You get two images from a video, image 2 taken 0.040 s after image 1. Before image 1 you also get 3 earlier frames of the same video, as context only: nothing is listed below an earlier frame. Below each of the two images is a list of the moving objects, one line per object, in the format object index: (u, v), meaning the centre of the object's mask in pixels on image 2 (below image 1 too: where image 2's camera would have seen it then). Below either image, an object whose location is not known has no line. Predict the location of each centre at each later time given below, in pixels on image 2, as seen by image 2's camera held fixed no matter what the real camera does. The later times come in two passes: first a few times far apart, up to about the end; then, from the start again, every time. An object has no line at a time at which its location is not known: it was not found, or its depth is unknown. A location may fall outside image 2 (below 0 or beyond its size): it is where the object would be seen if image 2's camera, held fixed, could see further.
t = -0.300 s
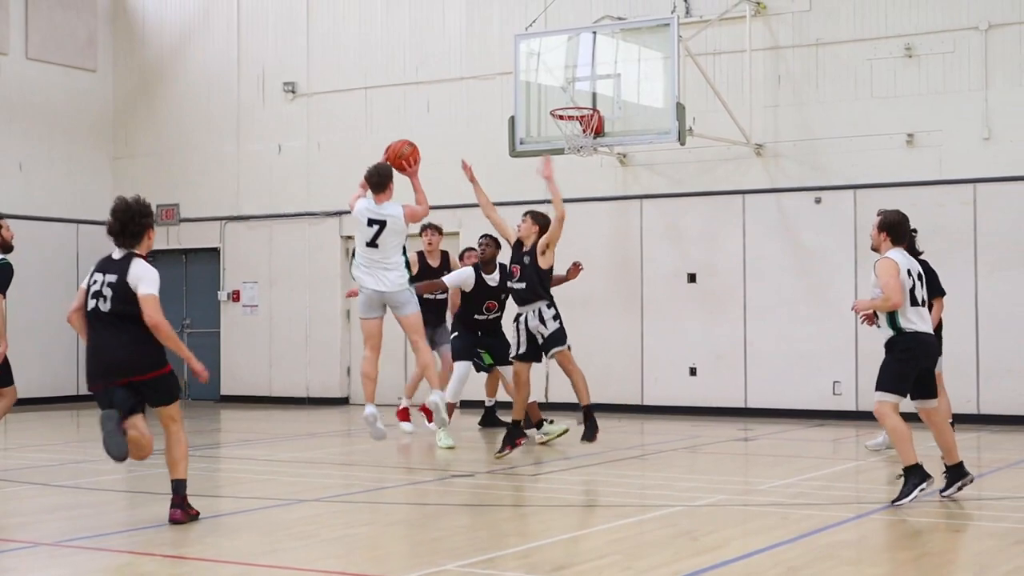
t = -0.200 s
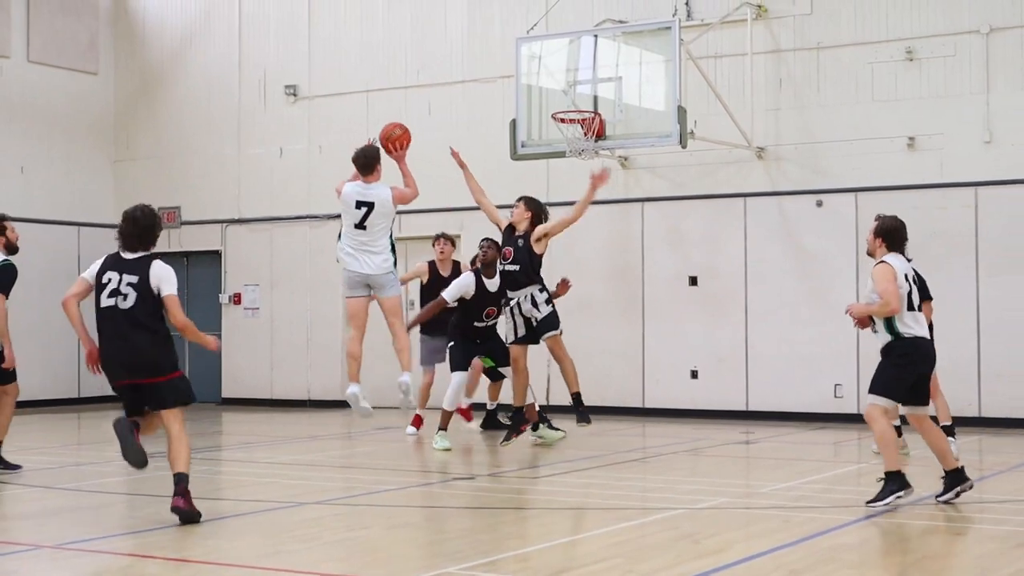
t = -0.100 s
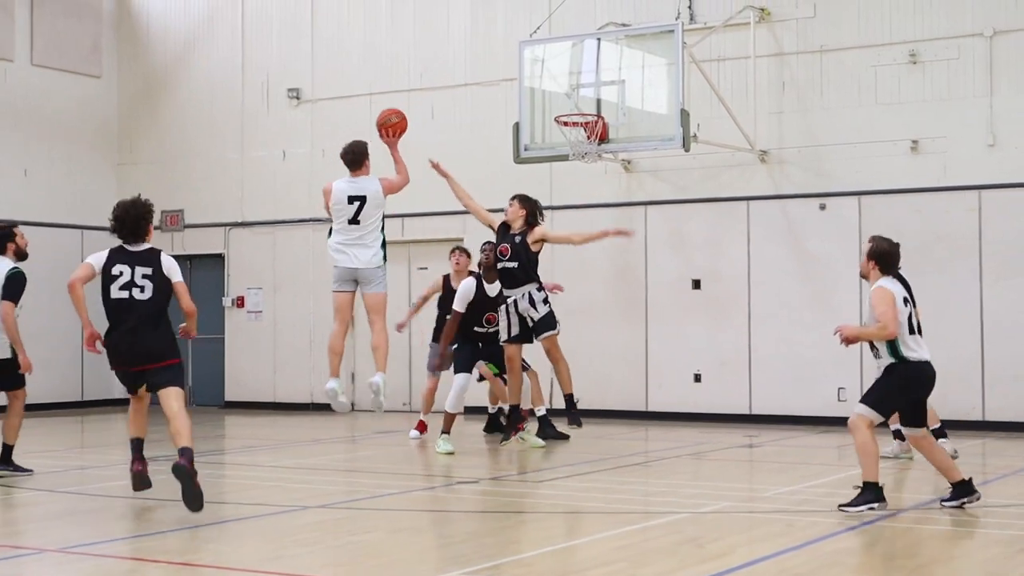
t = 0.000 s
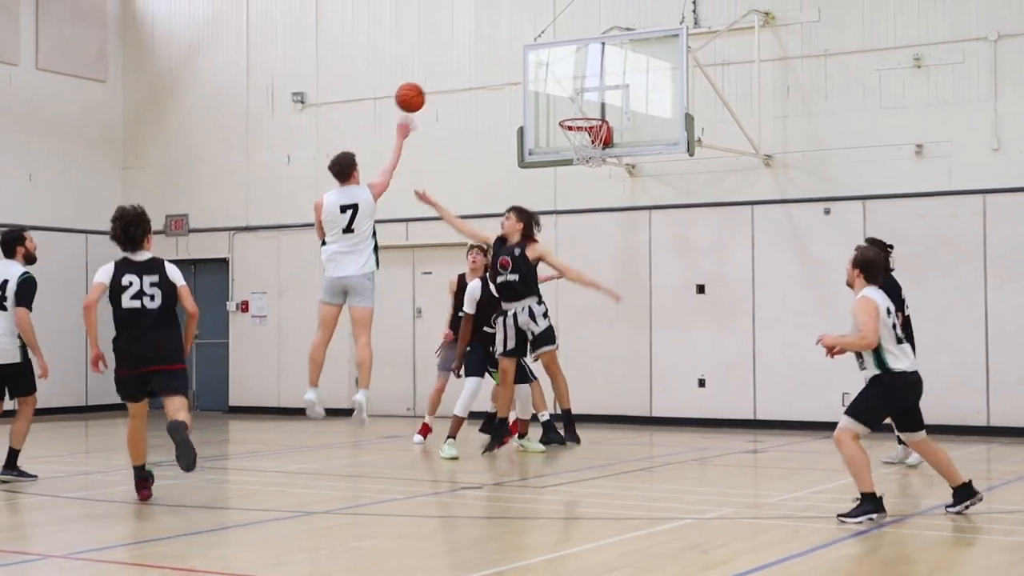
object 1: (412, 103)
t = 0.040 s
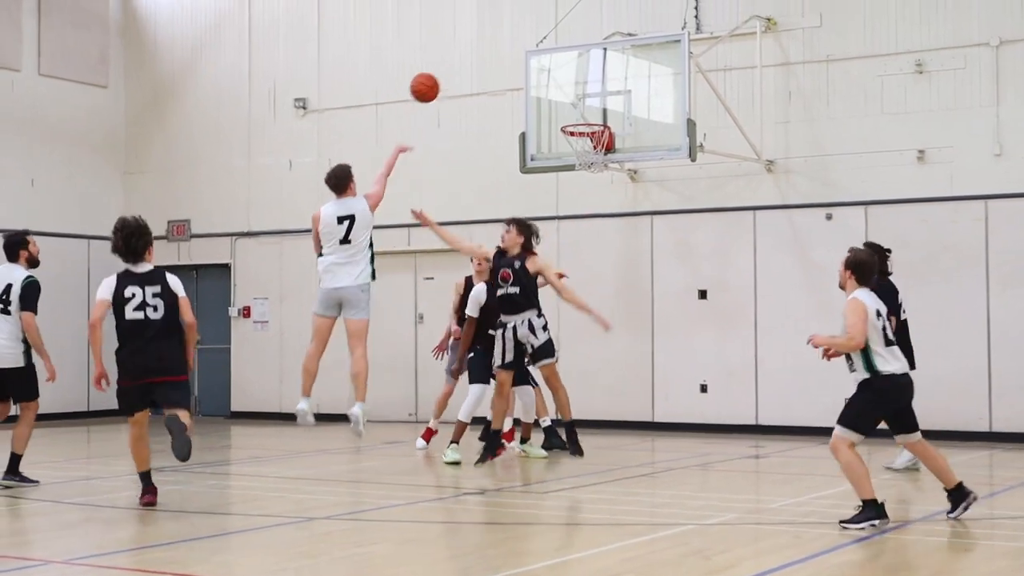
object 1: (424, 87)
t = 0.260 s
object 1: (489, 42)
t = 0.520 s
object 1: (554, 60)
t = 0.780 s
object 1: (596, 106)
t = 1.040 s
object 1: (568, 43)
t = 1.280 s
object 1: (543, 45)
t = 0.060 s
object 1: (431, 81)
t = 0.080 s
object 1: (437, 74)
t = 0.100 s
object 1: (443, 69)
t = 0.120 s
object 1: (449, 64)
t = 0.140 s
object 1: (455, 59)
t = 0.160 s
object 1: (461, 54)
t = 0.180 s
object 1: (467, 51)
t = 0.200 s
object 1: (472, 48)
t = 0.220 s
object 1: (478, 45)
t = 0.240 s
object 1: (483, 43)
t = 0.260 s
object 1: (489, 42)
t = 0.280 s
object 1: (494, 41)
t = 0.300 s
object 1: (499, 40)
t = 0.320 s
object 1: (505, 40)
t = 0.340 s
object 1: (510, 40)
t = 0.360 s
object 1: (515, 41)
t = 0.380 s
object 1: (520, 42)
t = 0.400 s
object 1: (525, 43)
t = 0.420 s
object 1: (530, 44)
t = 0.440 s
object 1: (535, 47)
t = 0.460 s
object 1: (540, 49)
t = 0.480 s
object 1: (545, 52)
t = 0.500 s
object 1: (549, 56)
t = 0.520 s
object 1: (554, 60)
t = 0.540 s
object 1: (559, 63)
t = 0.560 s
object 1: (563, 68)
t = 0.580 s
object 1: (568, 73)
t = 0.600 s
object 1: (572, 78)
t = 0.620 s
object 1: (577, 83)
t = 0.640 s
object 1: (581, 89)
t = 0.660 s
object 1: (585, 95)
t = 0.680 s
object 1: (589, 102)
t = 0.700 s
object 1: (594, 109)
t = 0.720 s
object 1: (598, 116)
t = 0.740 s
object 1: (601, 119)
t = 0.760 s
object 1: (599, 113)
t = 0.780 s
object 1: (596, 106)
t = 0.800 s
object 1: (594, 99)
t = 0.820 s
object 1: (592, 91)
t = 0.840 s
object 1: (589, 85)
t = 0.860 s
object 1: (587, 79)
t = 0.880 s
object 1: (585, 74)
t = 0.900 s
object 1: (583, 69)
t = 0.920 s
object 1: (581, 64)
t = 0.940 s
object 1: (579, 60)
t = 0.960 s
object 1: (577, 55)
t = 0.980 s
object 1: (575, 52)
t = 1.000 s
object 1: (573, 49)
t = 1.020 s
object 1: (570, 46)
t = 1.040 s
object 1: (568, 43)
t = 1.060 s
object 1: (566, 42)
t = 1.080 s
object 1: (564, 40)
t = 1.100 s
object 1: (562, 39)
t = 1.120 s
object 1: (560, 38)
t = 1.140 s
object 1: (558, 38)
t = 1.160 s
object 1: (555, 37)
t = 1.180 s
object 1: (554, 38)
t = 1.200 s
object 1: (551, 39)
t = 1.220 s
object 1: (549, 40)
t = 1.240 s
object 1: (547, 41)
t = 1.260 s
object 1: (545, 43)
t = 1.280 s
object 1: (543, 45)
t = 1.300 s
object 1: (541, 48)
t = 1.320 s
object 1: (539, 51)
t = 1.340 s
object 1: (537, 55)
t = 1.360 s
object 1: (535, 59)
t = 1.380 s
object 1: (532, 63)
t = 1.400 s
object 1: (531, 68)
